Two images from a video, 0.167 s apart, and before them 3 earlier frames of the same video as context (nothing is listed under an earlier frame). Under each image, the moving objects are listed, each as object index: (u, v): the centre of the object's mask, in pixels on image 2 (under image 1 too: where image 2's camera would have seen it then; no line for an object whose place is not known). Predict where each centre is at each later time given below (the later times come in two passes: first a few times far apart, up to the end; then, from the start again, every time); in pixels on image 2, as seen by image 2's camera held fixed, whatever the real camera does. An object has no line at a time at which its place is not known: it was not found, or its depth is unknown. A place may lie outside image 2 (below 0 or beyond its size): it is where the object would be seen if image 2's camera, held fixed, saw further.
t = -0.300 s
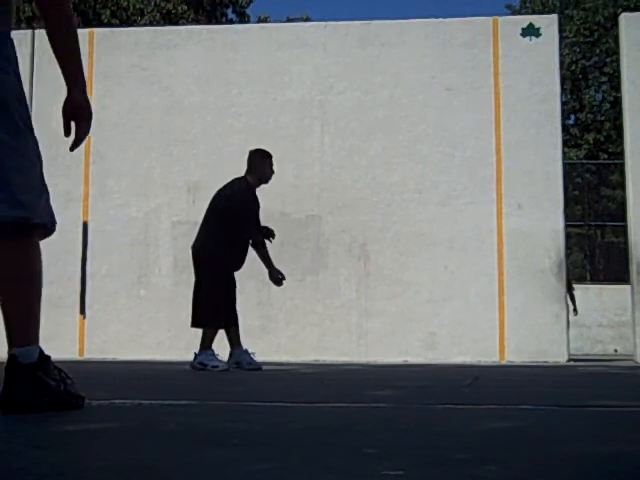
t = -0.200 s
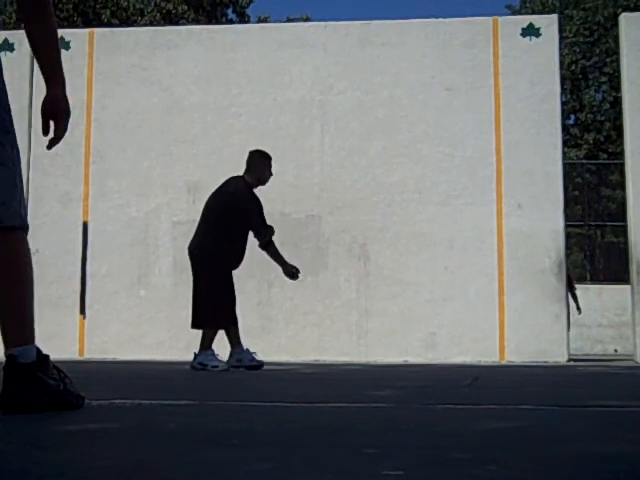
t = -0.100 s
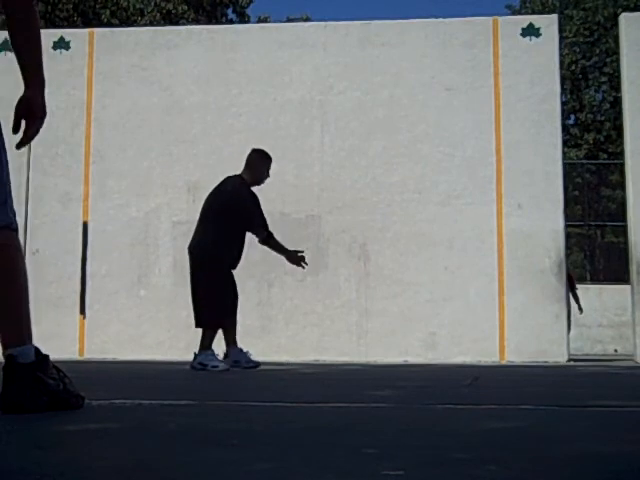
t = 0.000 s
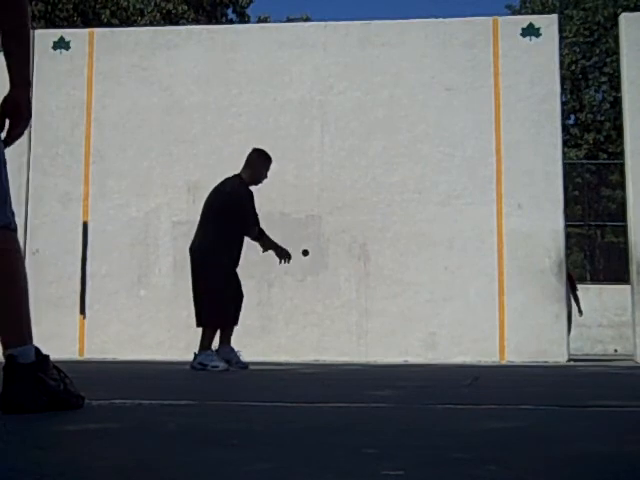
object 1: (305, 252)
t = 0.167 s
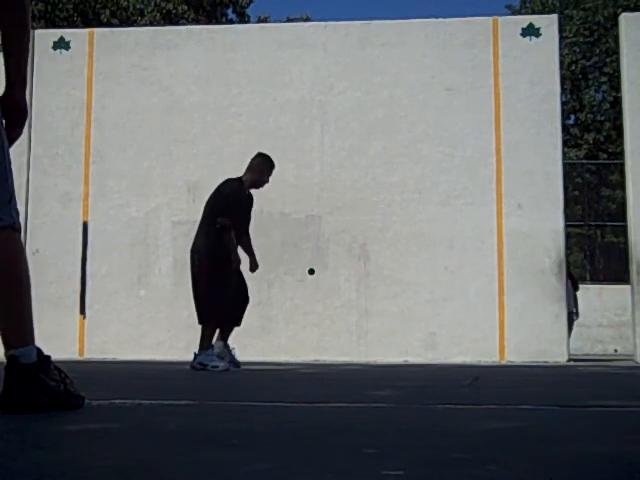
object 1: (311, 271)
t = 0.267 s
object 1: (315, 299)
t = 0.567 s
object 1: (323, 314)
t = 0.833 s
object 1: (329, 285)
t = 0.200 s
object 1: (312, 279)
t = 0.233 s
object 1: (313, 288)
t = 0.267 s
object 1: (315, 299)
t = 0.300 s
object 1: (316, 311)
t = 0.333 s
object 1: (317, 324)
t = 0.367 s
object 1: (318, 339)
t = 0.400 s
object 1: (319, 355)
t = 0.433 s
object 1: (320, 361)
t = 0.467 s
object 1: (321, 347)
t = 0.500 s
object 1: (322, 335)
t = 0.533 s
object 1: (322, 324)
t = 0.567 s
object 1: (323, 314)
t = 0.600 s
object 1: (324, 306)
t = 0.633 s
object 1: (324, 299)
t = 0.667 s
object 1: (325, 294)
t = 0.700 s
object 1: (326, 289)
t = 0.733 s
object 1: (327, 286)
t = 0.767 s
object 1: (328, 285)
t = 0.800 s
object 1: (328, 285)
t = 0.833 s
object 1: (329, 285)
